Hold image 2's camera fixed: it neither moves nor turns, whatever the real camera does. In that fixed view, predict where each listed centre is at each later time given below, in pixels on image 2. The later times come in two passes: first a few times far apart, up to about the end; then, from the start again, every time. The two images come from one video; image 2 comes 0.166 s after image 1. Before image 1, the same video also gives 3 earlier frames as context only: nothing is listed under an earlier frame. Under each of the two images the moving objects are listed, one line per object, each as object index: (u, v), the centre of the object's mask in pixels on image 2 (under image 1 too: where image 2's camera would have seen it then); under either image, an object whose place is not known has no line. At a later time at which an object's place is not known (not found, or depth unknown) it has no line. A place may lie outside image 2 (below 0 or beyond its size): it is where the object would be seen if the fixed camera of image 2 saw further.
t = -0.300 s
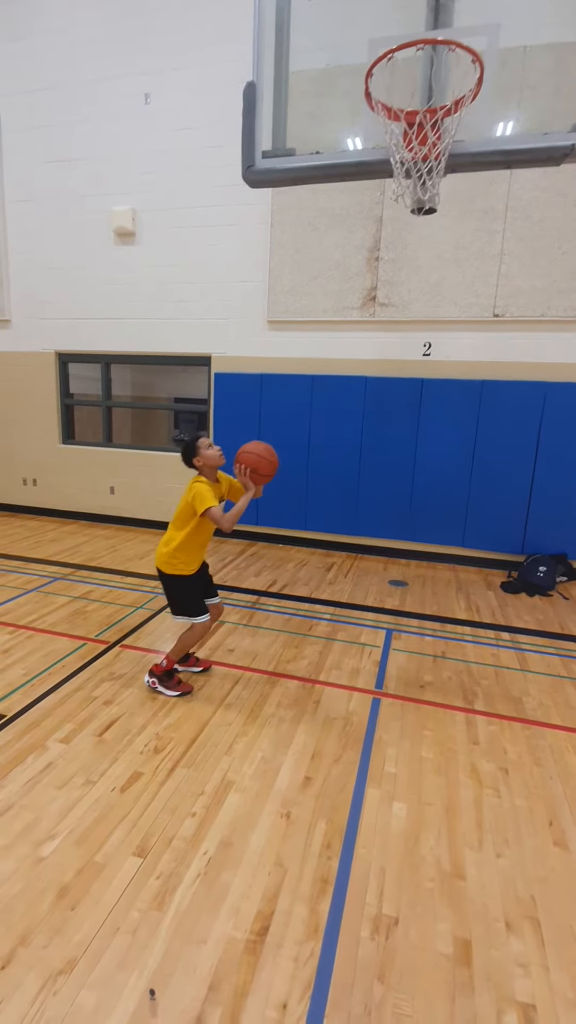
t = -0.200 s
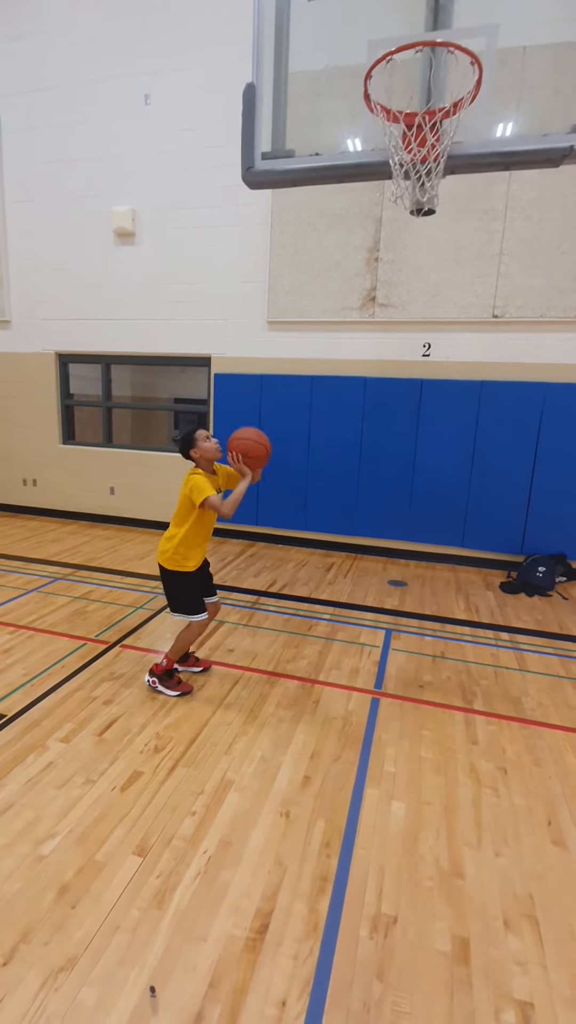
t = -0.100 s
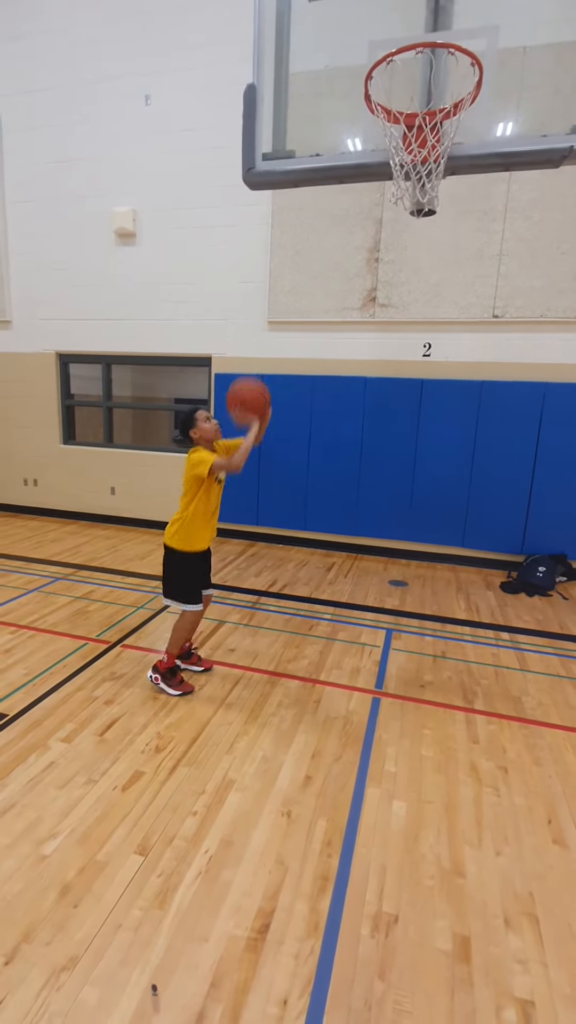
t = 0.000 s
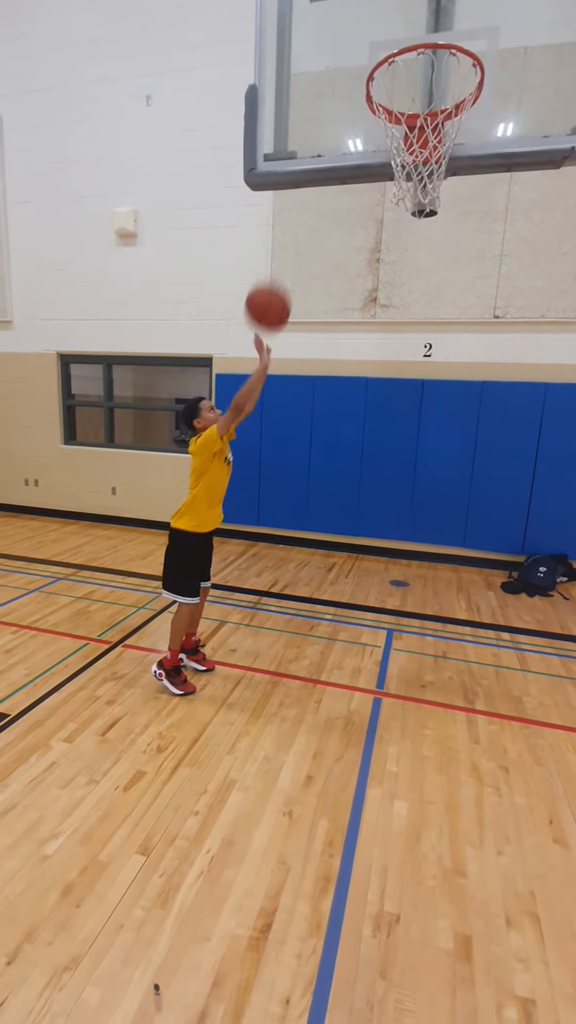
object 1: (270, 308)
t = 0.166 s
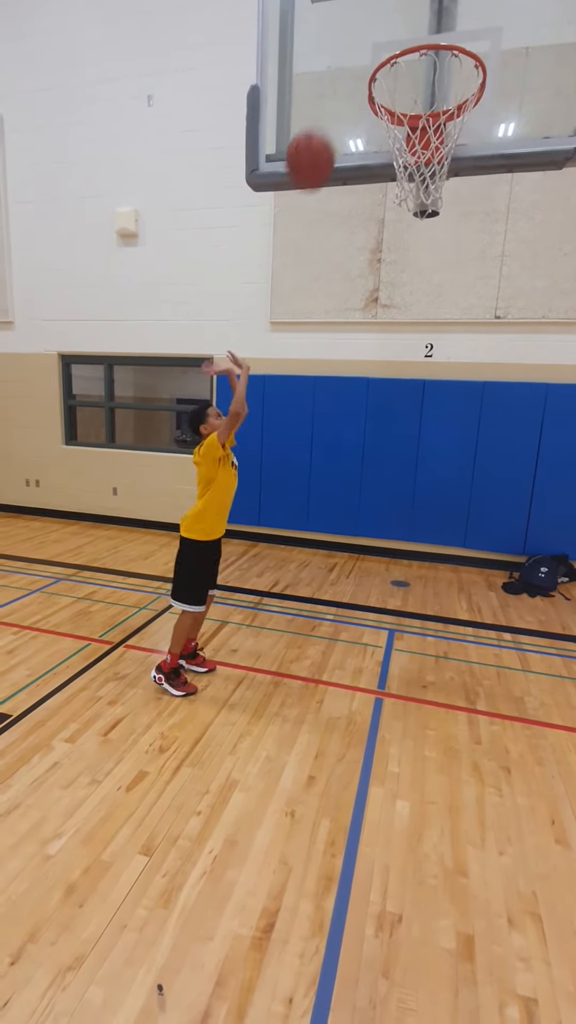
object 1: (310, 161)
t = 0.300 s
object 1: (344, 77)
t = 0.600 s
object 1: (416, 36)
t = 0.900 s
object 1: (409, 168)
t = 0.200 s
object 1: (318, 136)
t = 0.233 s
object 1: (327, 114)
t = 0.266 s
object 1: (335, 94)
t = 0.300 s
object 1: (344, 77)
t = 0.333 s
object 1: (352, 61)
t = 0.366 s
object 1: (360, 48)
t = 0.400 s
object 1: (369, 38)
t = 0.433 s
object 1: (377, 31)
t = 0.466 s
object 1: (385, 28)
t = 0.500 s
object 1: (393, 26)
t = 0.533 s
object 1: (400, 25)
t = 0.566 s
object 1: (408, 25)
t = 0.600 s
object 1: (416, 36)
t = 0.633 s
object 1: (423, 46)
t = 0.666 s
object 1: (431, 60)
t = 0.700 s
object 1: (437, 76)
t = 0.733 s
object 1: (444, 91)
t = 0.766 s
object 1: (441, 101)
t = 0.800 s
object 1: (432, 117)
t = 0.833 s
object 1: (426, 132)
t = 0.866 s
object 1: (418, 148)
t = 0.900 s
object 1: (409, 168)
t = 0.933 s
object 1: (403, 192)
